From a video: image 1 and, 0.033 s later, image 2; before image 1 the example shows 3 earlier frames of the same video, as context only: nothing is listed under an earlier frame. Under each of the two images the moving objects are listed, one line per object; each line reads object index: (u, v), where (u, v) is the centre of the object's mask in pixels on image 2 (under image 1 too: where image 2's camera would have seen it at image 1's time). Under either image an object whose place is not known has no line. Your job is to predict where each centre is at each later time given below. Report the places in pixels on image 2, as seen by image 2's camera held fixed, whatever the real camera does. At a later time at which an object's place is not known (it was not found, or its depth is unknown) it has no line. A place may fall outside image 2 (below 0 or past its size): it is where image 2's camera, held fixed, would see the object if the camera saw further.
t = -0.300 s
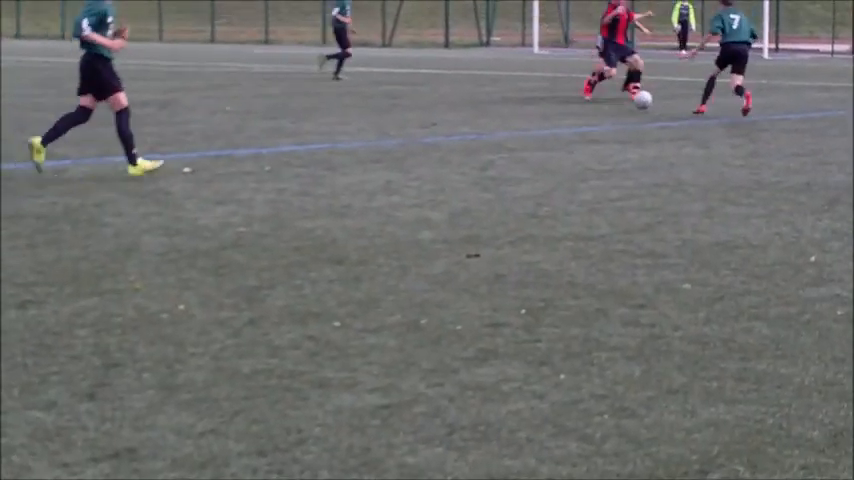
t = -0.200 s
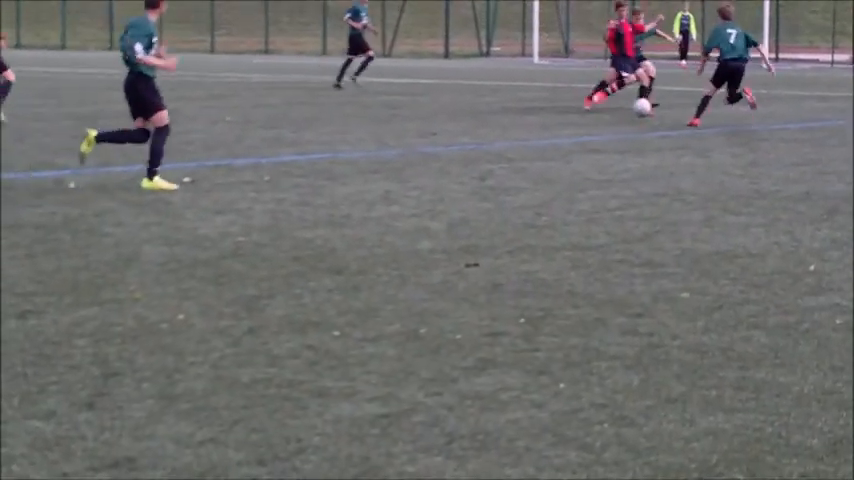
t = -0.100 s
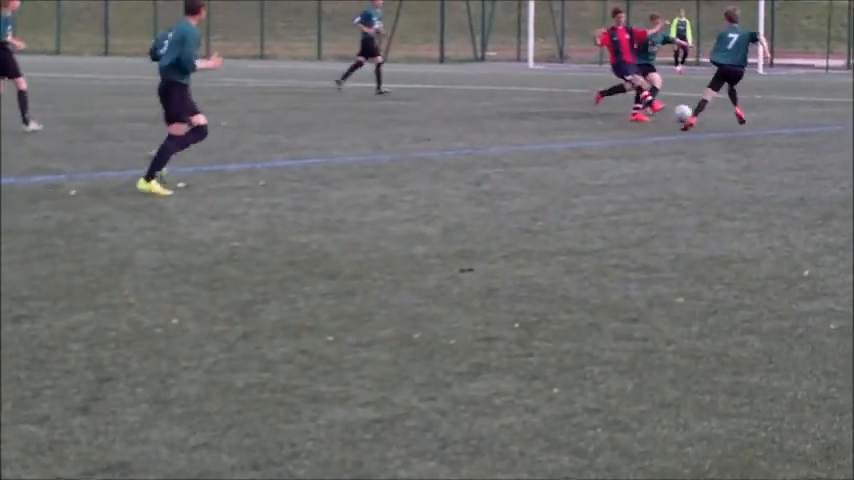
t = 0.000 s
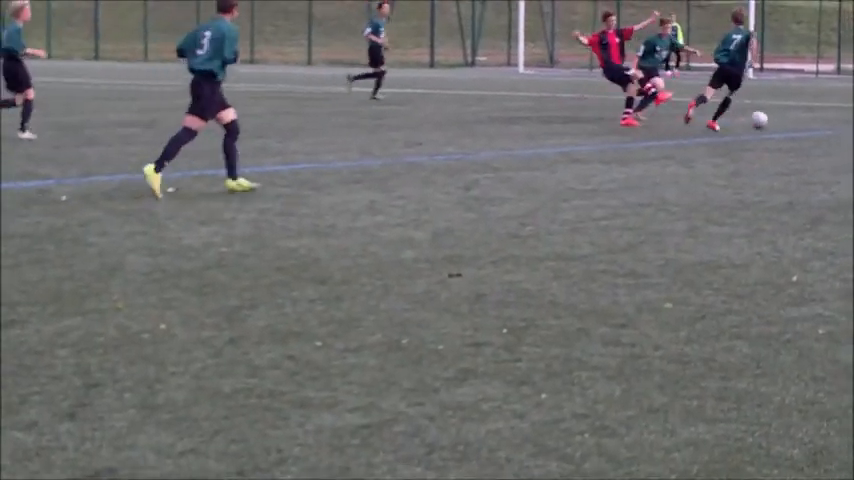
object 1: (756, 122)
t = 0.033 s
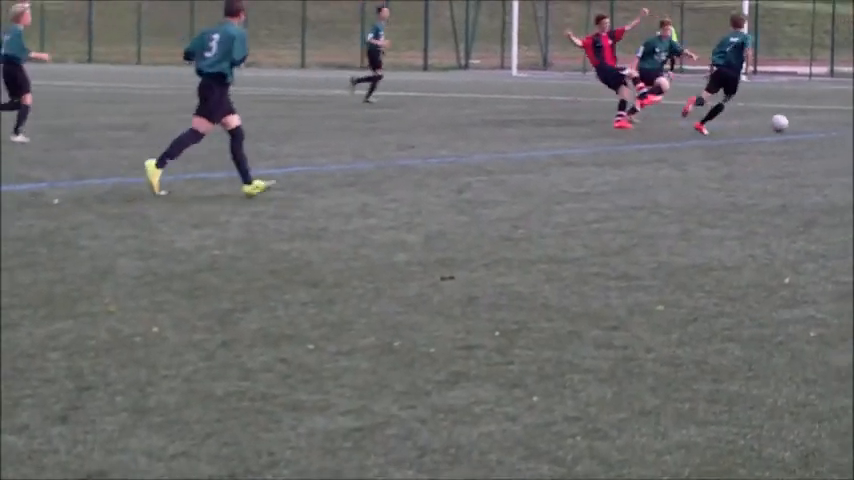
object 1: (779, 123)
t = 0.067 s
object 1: (802, 124)
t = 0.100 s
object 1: (825, 123)
